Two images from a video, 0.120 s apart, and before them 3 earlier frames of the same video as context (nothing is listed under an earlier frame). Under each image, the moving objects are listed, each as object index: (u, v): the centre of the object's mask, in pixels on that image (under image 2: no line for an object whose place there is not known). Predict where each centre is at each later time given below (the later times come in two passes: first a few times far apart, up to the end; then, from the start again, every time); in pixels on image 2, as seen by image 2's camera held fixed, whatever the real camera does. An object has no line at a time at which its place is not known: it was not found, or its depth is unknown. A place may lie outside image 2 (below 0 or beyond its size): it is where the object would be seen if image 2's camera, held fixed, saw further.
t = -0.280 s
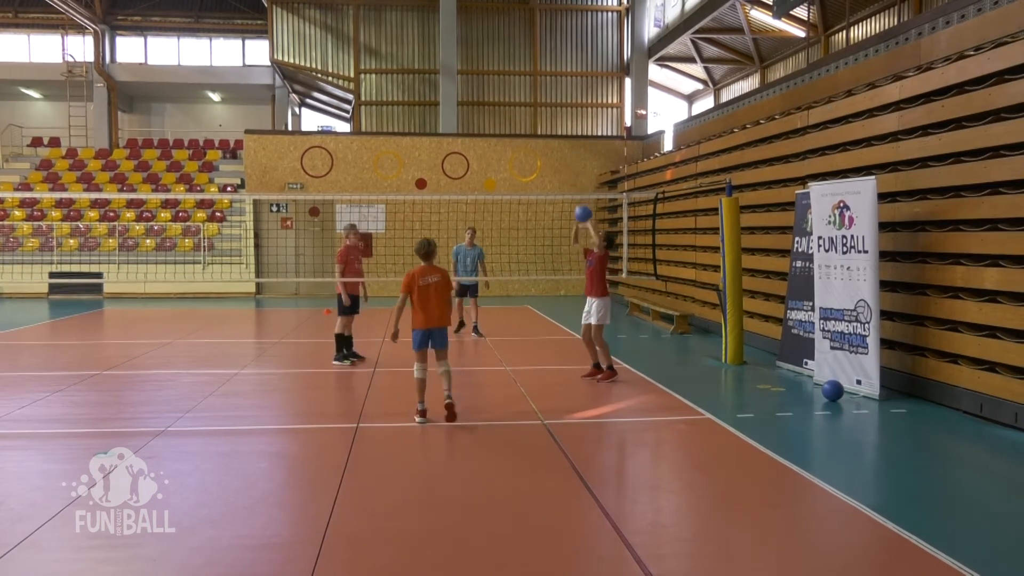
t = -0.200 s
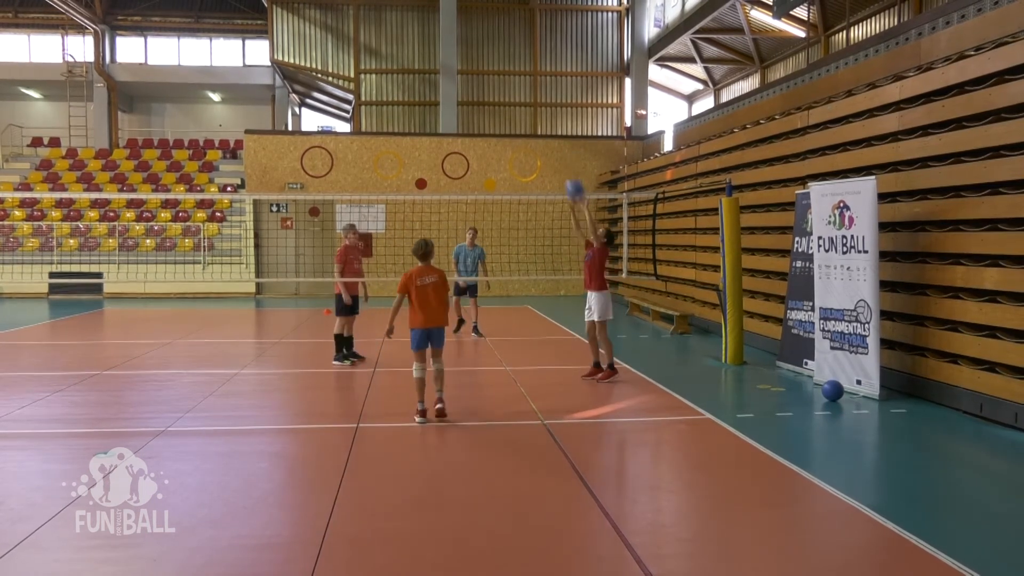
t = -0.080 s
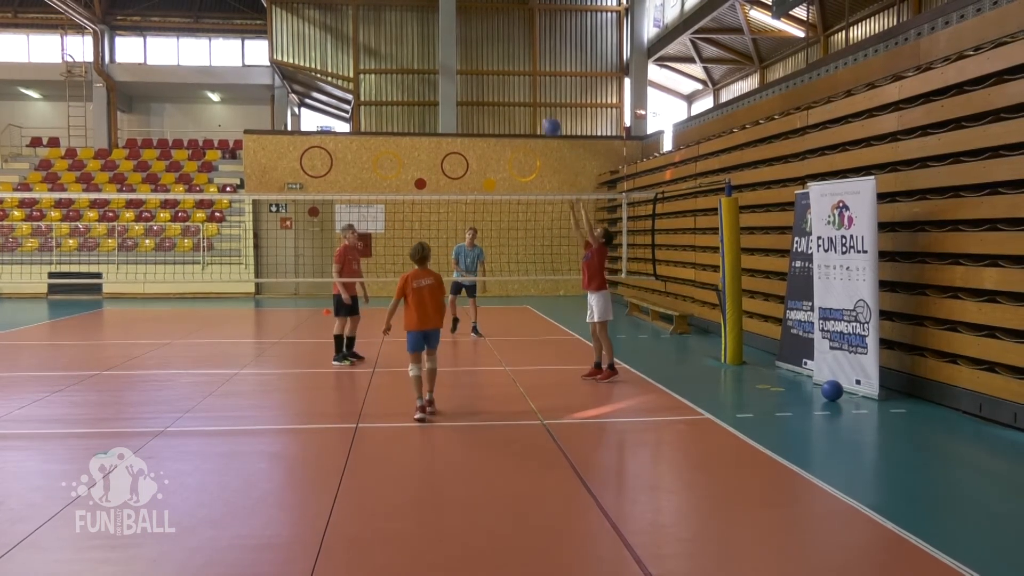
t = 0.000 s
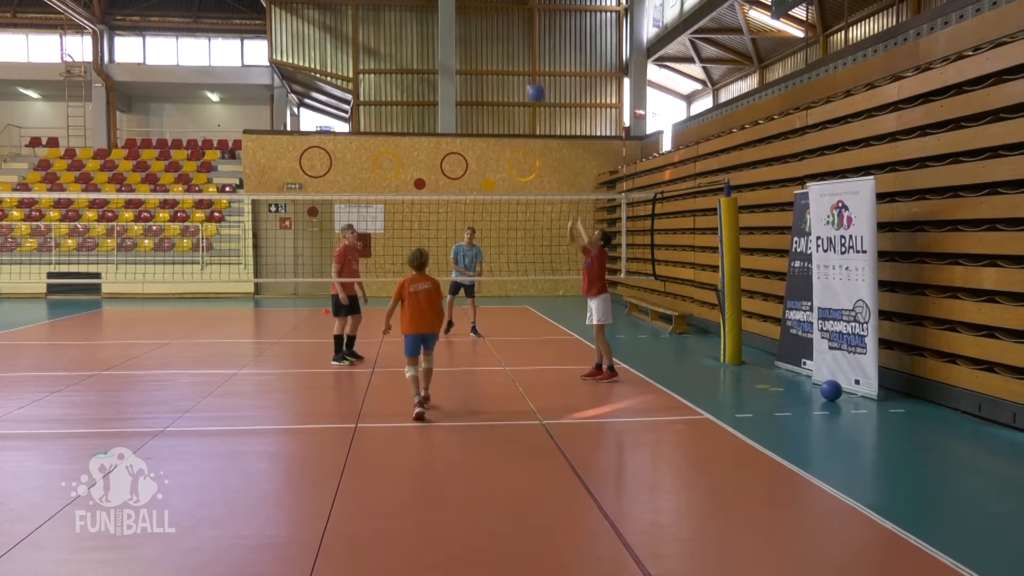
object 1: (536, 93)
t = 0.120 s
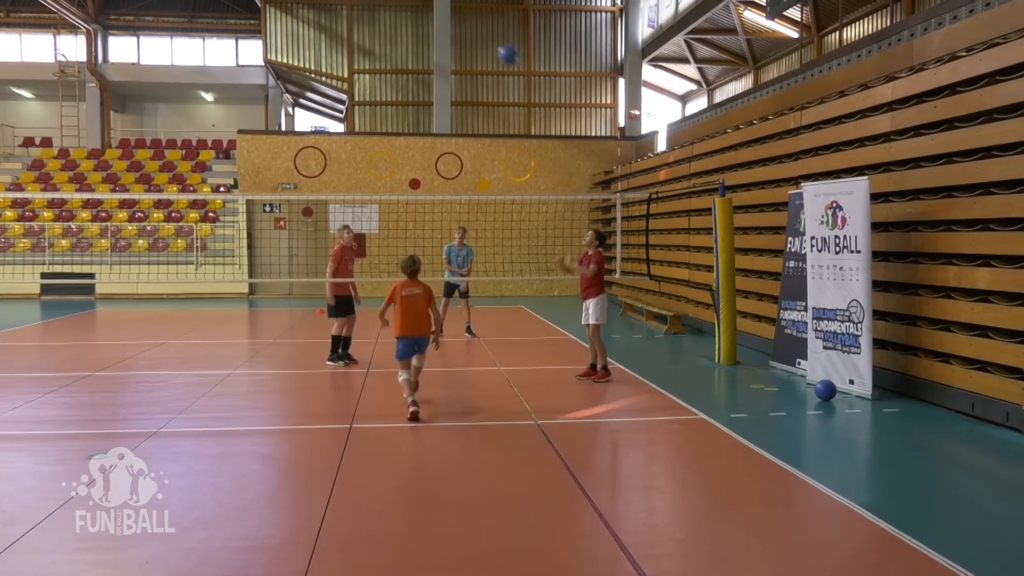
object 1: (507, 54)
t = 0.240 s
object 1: (484, 28)
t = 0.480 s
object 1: (438, 19)
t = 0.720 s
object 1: (391, 66)
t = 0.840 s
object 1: (369, 111)
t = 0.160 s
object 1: (499, 44)
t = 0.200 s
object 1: (491, 36)
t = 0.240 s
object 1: (484, 28)
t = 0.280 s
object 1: (476, 23)
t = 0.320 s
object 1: (469, 19)
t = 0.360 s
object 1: (461, 17)
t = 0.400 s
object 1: (454, 16)
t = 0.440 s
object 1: (446, 17)
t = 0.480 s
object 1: (438, 19)
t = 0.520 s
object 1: (430, 23)
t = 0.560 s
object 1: (422, 28)
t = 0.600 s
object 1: (415, 35)
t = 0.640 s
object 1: (407, 44)
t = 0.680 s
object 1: (399, 54)
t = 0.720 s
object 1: (391, 66)
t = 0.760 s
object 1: (384, 79)
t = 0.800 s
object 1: (376, 95)
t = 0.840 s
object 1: (369, 111)
